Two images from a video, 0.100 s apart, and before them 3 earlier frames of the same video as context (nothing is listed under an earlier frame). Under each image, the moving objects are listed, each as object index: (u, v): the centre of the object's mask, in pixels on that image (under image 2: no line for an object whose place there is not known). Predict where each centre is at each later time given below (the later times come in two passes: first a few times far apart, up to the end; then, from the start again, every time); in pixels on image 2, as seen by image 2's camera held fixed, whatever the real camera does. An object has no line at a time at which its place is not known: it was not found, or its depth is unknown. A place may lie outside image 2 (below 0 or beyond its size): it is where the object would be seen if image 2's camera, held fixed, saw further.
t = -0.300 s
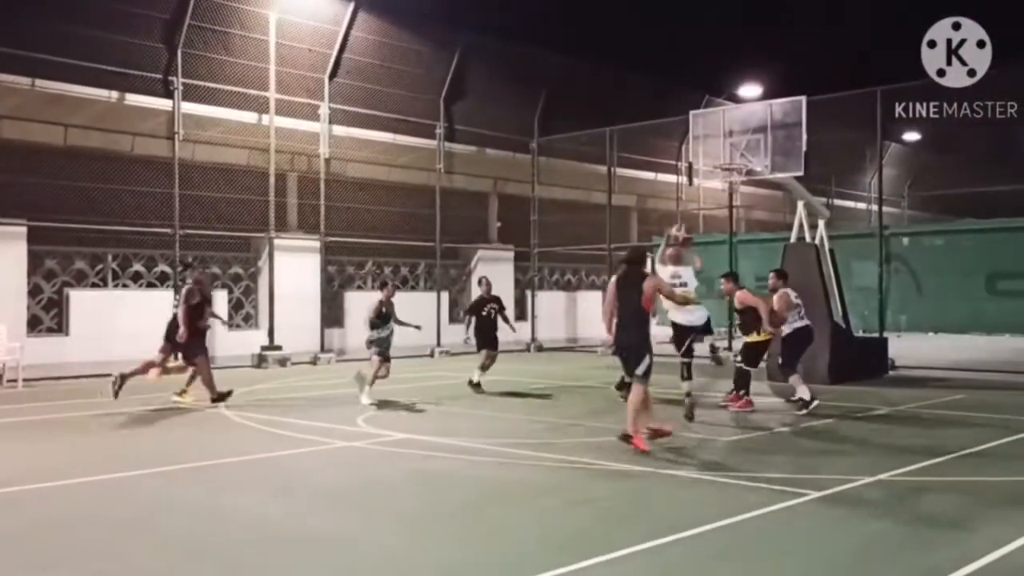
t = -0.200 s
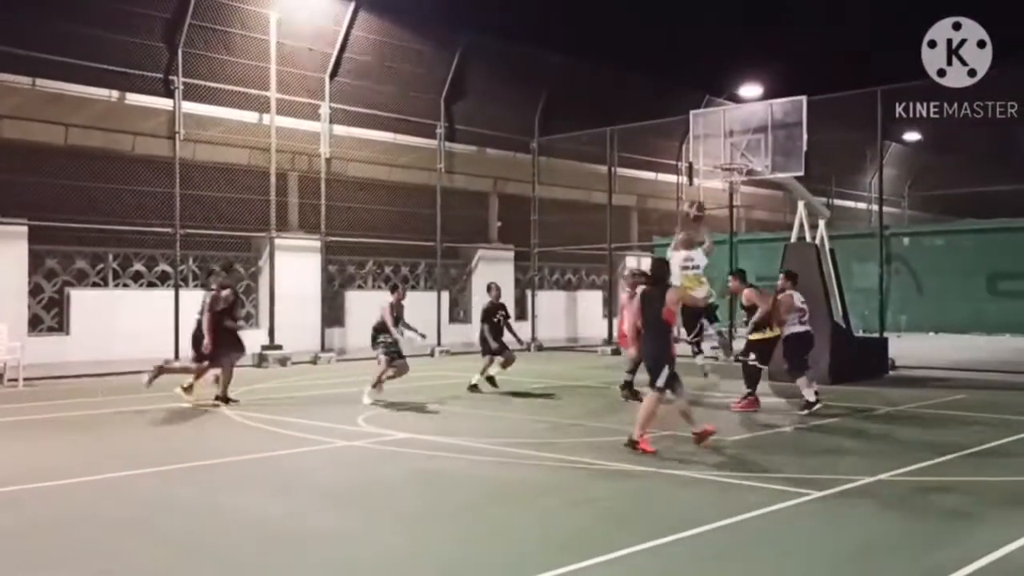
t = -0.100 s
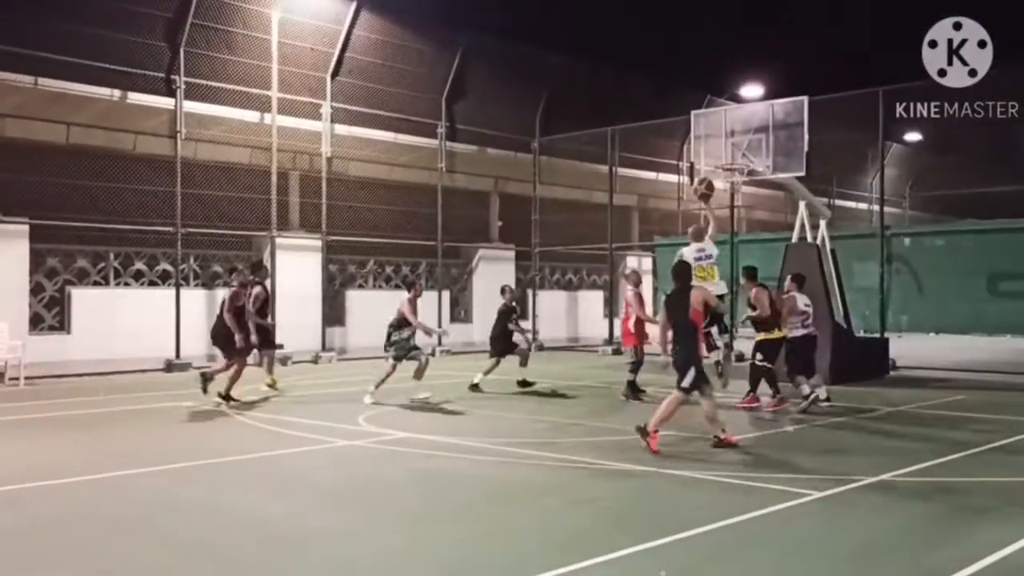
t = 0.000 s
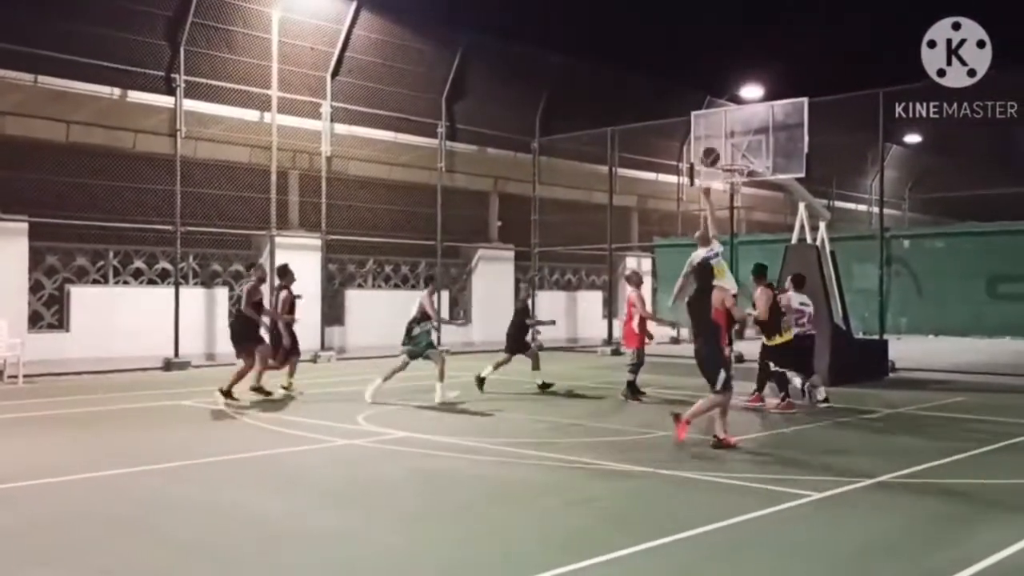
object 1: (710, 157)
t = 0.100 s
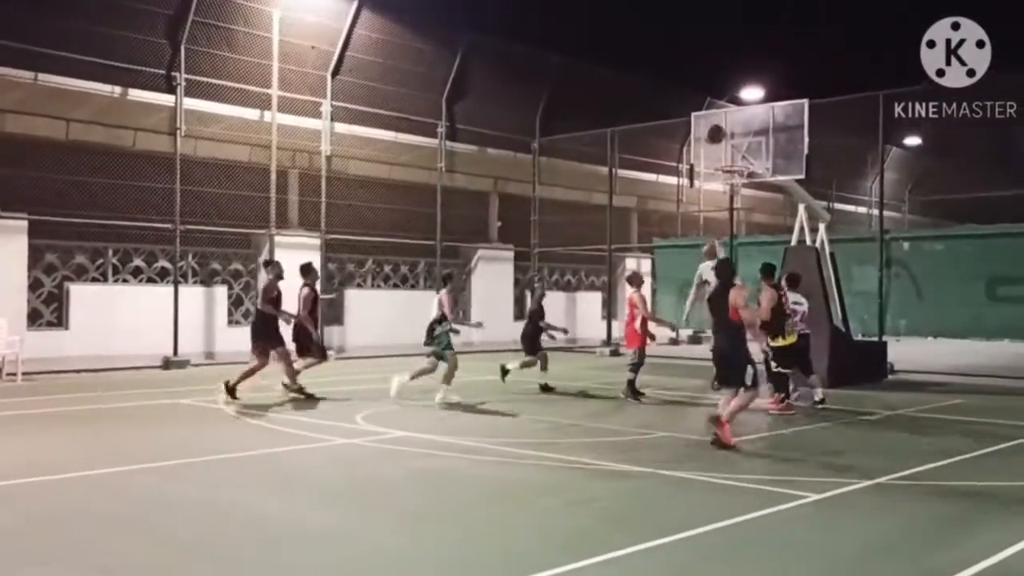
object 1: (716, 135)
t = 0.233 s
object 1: (722, 116)
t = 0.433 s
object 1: (731, 118)
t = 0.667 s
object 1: (740, 157)
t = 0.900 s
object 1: (727, 178)
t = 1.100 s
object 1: (743, 178)
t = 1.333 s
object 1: (735, 185)
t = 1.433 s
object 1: (728, 185)
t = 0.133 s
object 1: (717, 129)
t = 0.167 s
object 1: (719, 124)
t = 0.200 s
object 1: (721, 120)
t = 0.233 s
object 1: (722, 116)
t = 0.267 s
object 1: (724, 115)
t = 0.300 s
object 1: (725, 114)
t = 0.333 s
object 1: (727, 114)
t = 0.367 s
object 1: (728, 114)
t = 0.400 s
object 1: (730, 115)
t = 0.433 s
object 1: (731, 118)
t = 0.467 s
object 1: (733, 121)
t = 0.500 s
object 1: (734, 127)
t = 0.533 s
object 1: (735, 130)
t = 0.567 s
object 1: (736, 136)
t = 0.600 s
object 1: (738, 142)
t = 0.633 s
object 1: (739, 149)
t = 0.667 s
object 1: (740, 157)
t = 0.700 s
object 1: (743, 165)
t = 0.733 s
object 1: (740, 170)
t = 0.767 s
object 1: (729, 171)
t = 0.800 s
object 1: (726, 172)
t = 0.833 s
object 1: (725, 174)
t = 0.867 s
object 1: (725, 175)
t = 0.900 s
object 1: (727, 178)
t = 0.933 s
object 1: (730, 178)
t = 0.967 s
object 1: (733, 178)
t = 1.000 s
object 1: (737, 177)
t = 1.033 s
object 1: (741, 177)
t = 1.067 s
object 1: (743, 178)
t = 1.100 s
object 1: (743, 178)
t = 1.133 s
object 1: (744, 178)
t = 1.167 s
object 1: (743, 178)
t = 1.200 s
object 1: (742, 179)
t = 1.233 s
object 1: (740, 181)
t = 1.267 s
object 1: (738, 181)
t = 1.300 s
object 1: (736, 184)
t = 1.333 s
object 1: (735, 185)
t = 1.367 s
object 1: (732, 185)
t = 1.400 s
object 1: (729, 184)
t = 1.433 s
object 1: (728, 185)
